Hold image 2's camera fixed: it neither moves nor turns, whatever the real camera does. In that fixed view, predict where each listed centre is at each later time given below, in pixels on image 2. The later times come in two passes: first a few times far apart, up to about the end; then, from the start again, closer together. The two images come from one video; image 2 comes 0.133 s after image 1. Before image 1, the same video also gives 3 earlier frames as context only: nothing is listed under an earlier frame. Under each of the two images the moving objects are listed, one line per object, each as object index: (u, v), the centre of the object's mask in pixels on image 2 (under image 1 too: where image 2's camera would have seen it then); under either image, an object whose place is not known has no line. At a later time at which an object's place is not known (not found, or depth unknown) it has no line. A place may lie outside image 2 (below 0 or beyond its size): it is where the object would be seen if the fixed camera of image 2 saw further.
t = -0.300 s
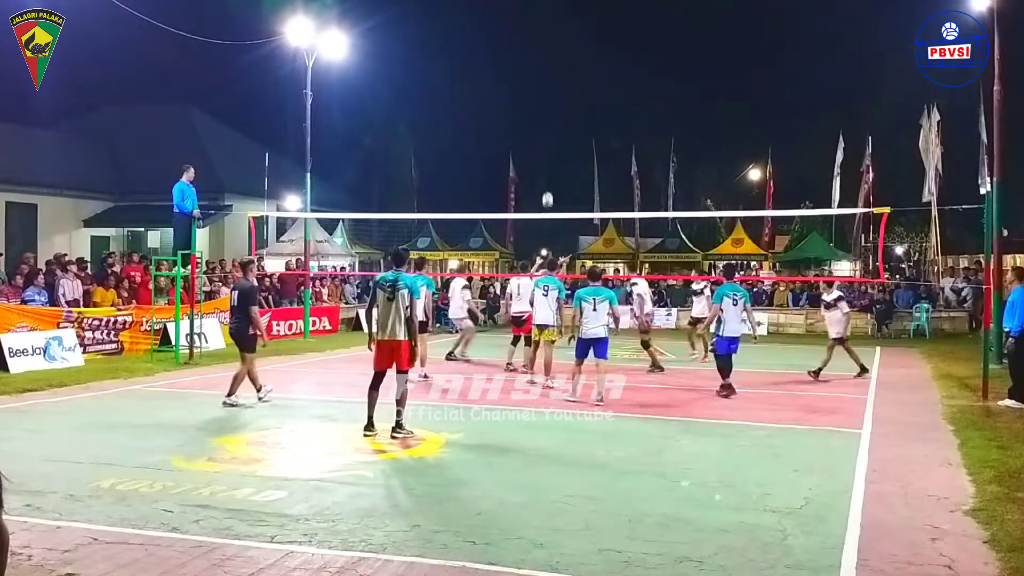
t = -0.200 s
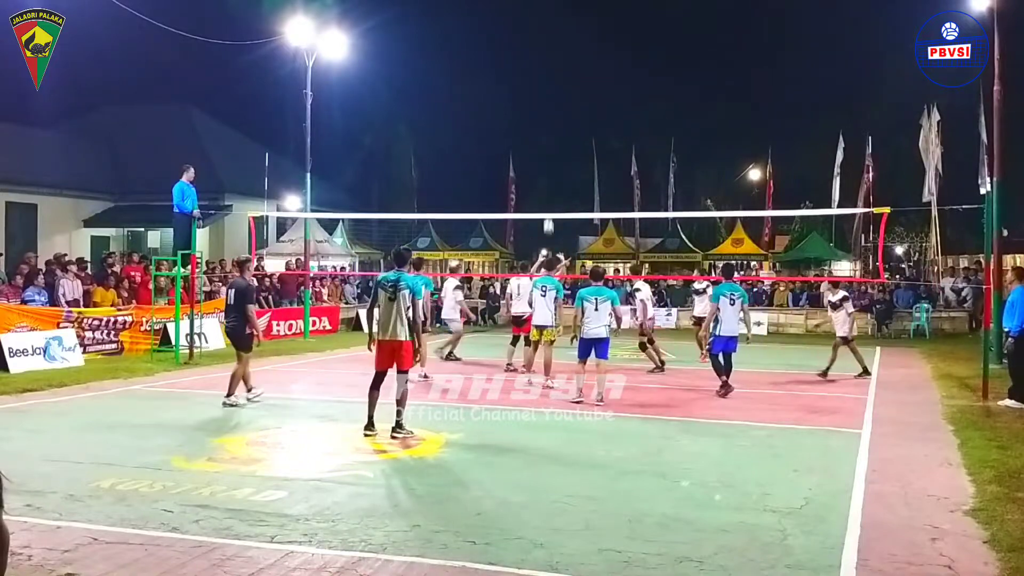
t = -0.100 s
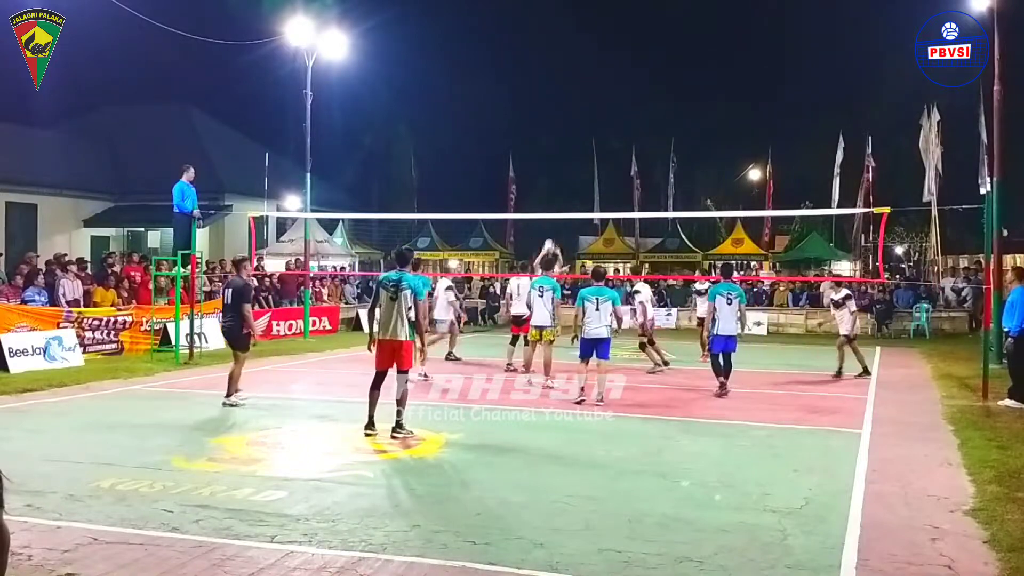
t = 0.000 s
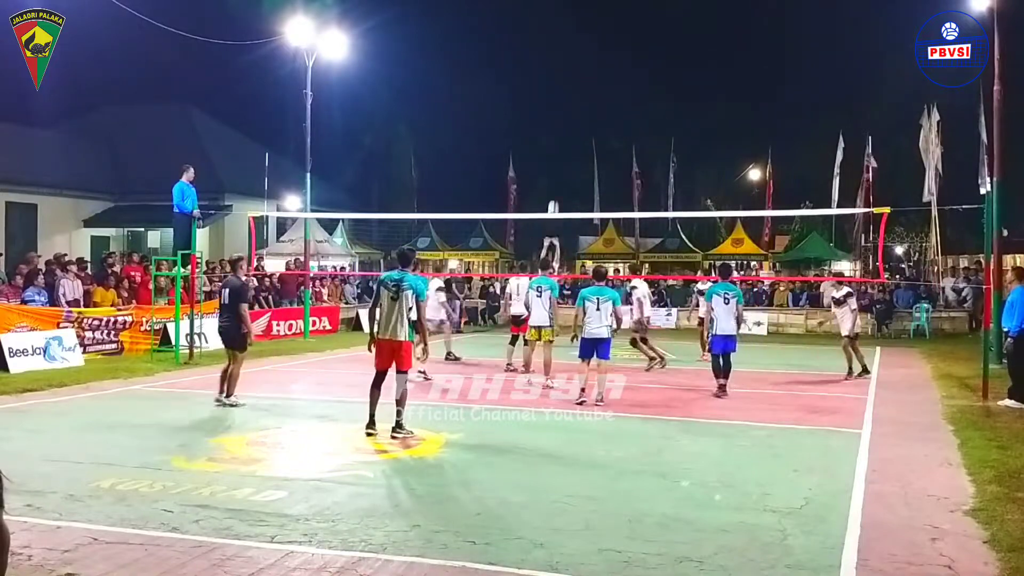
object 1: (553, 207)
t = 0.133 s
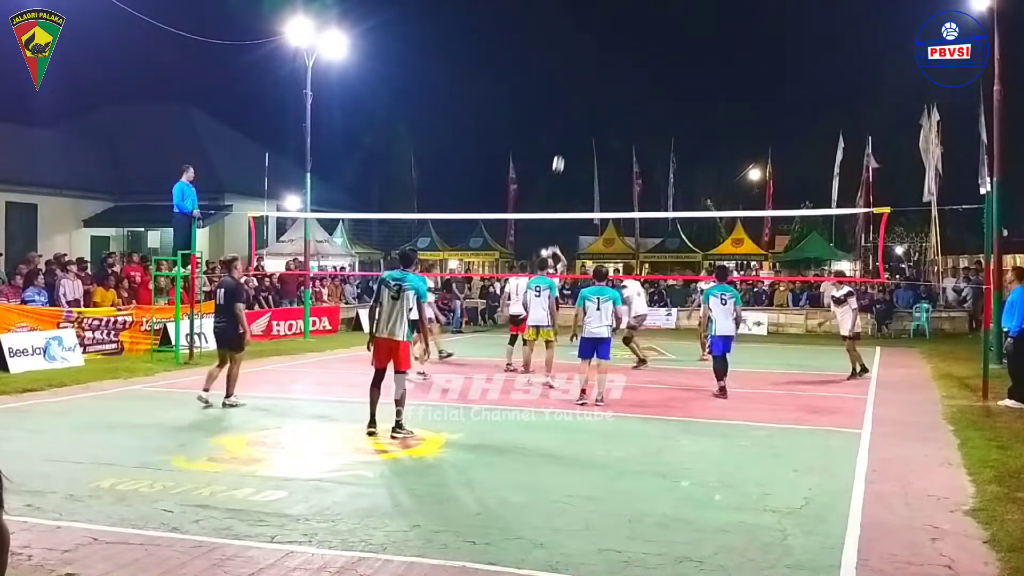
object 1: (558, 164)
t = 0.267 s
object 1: (563, 126)
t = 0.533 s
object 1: (571, 74)
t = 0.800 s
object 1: (577, 59)
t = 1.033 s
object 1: (582, 80)
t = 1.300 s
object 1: (586, 149)
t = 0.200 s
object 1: (561, 144)
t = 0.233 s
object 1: (562, 134)
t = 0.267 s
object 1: (563, 126)
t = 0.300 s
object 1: (564, 117)
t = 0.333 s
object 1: (565, 109)
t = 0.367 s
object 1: (566, 102)
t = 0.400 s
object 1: (567, 95)
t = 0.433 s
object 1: (568, 89)
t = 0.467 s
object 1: (569, 83)
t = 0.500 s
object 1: (570, 78)
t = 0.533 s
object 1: (571, 74)
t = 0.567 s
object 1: (572, 69)
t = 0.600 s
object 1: (573, 66)
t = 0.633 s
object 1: (574, 63)
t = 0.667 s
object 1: (574, 61)
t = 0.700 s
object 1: (575, 60)
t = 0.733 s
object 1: (576, 58)
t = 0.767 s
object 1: (577, 58)
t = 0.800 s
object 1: (577, 59)
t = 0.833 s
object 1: (578, 60)
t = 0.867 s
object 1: (579, 61)
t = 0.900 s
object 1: (579, 64)
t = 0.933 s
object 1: (580, 67)
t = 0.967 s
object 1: (581, 71)
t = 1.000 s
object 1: (581, 75)
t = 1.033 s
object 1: (582, 80)
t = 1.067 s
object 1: (583, 86)
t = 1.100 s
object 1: (583, 93)
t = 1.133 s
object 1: (584, 101)
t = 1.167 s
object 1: (584, 109)
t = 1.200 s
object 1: (584, 118)
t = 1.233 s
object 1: (585, 127)
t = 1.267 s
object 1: (586, 138)
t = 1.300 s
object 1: (586, 149)
